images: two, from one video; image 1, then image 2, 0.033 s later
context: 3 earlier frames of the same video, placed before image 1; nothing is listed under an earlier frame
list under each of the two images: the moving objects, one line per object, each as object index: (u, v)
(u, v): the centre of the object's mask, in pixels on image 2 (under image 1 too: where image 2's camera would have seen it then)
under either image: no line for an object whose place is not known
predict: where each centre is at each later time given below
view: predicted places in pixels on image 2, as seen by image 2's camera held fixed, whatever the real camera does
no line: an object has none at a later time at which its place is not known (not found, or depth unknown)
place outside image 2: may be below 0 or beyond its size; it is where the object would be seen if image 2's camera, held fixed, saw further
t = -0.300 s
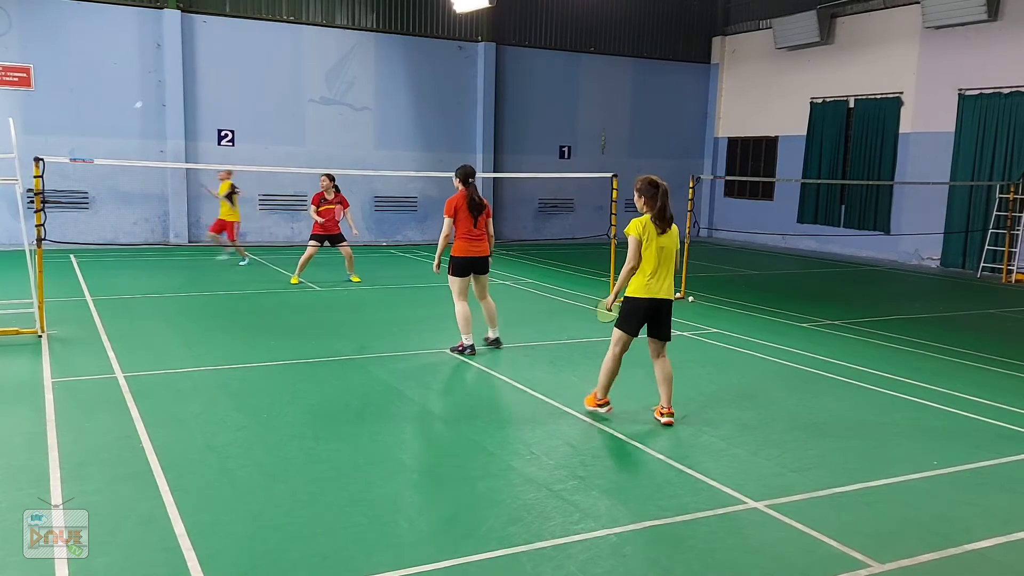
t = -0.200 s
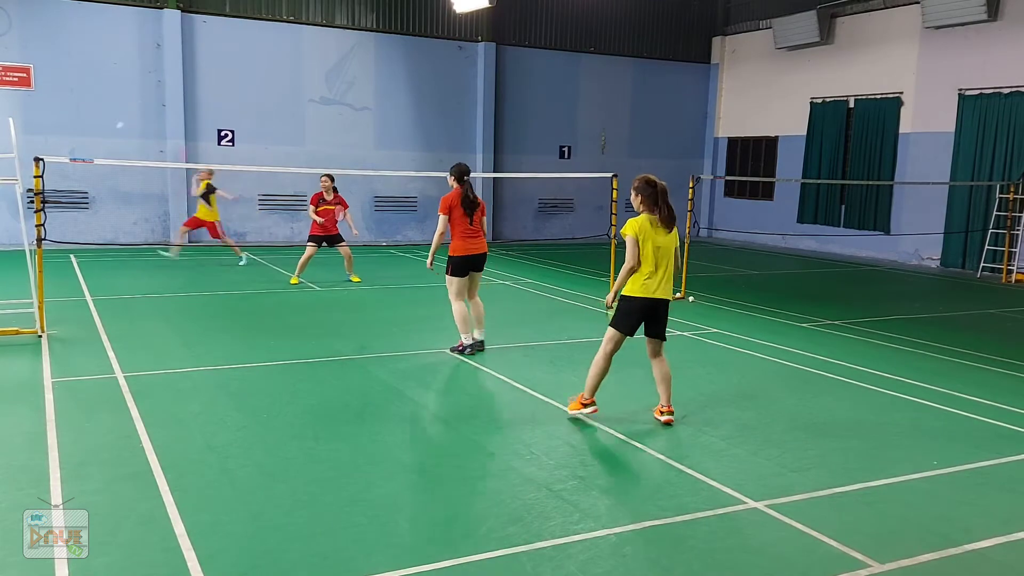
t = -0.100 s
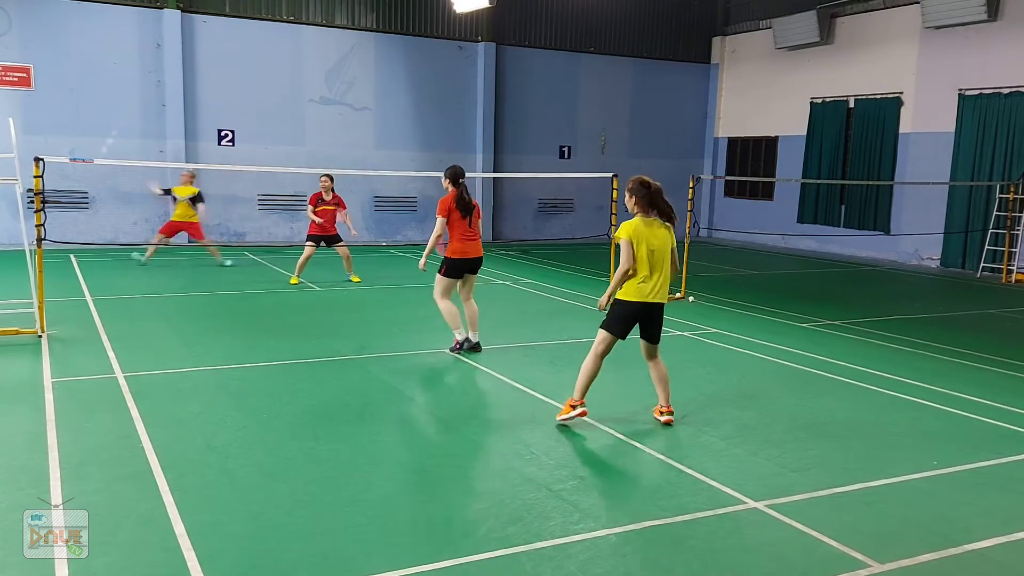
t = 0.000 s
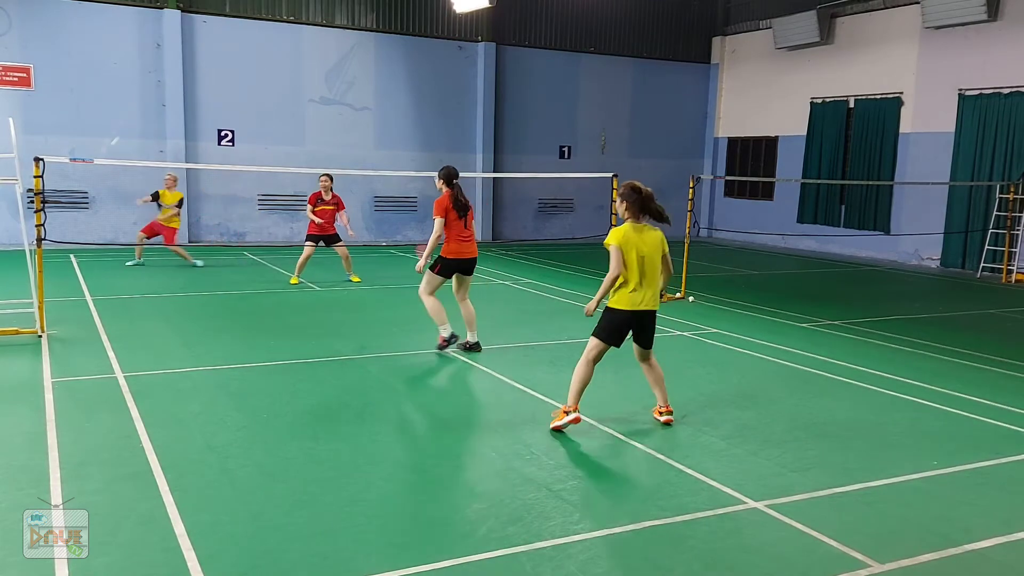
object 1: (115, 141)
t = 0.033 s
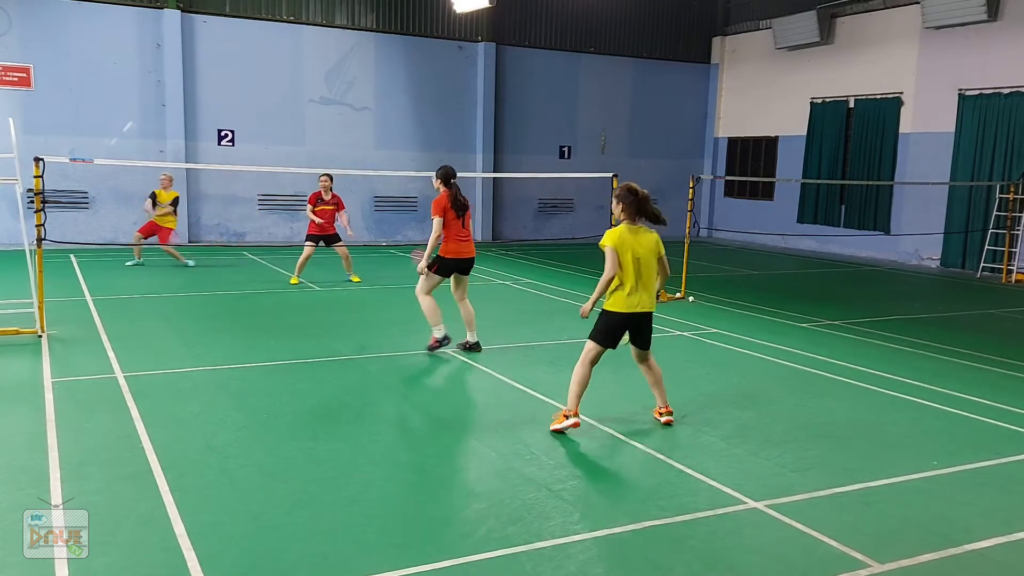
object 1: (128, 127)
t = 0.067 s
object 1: (138, 114)
